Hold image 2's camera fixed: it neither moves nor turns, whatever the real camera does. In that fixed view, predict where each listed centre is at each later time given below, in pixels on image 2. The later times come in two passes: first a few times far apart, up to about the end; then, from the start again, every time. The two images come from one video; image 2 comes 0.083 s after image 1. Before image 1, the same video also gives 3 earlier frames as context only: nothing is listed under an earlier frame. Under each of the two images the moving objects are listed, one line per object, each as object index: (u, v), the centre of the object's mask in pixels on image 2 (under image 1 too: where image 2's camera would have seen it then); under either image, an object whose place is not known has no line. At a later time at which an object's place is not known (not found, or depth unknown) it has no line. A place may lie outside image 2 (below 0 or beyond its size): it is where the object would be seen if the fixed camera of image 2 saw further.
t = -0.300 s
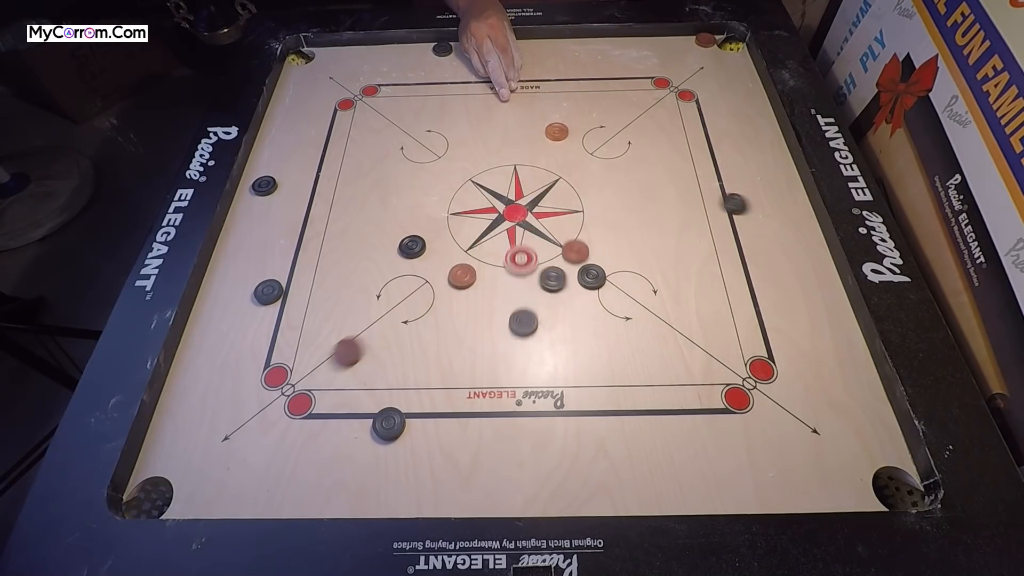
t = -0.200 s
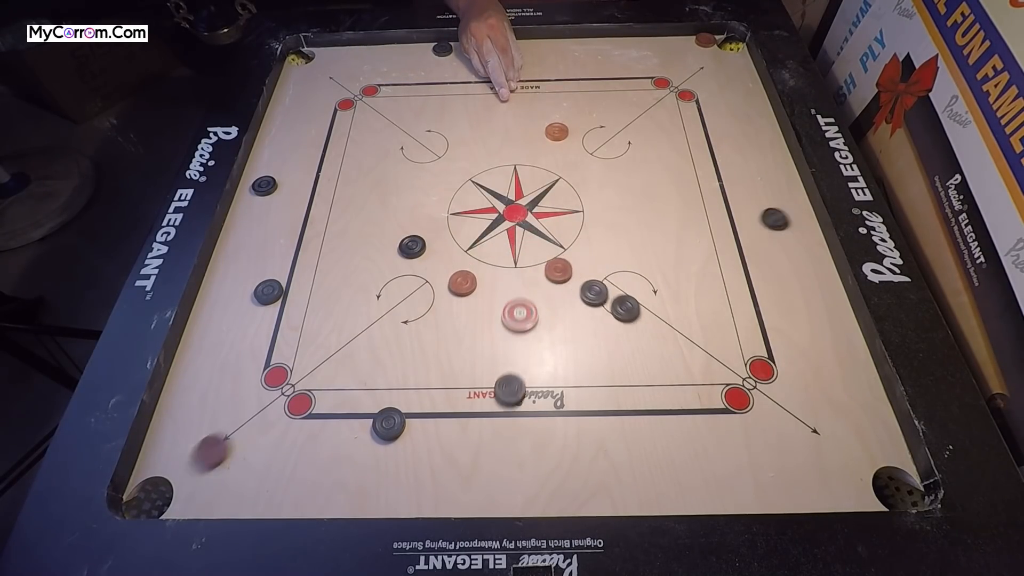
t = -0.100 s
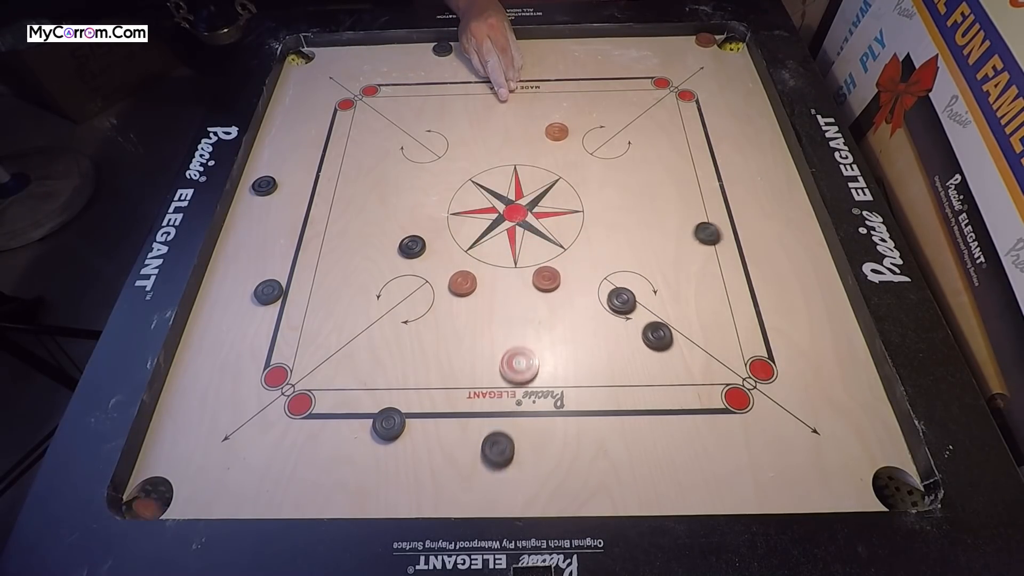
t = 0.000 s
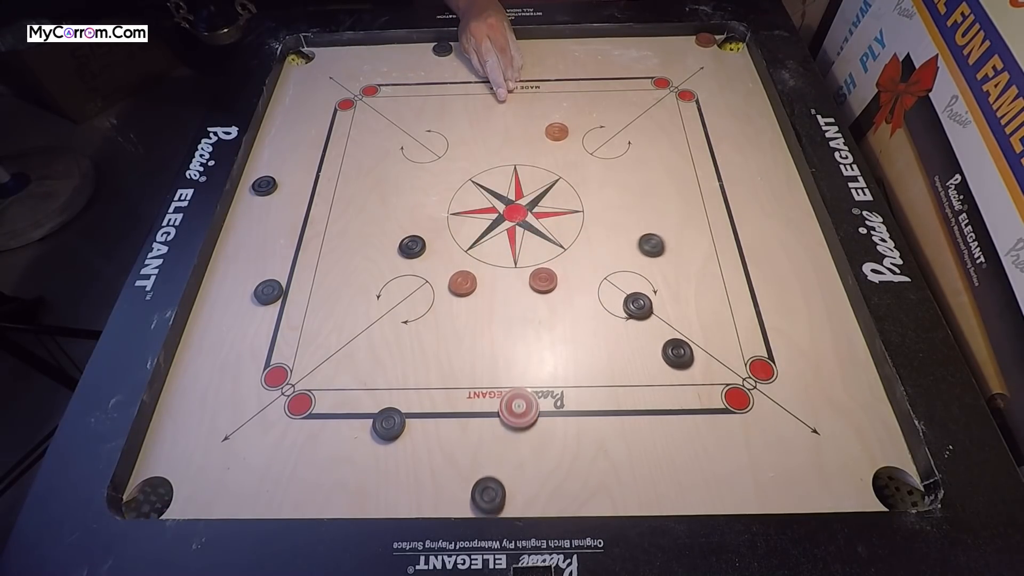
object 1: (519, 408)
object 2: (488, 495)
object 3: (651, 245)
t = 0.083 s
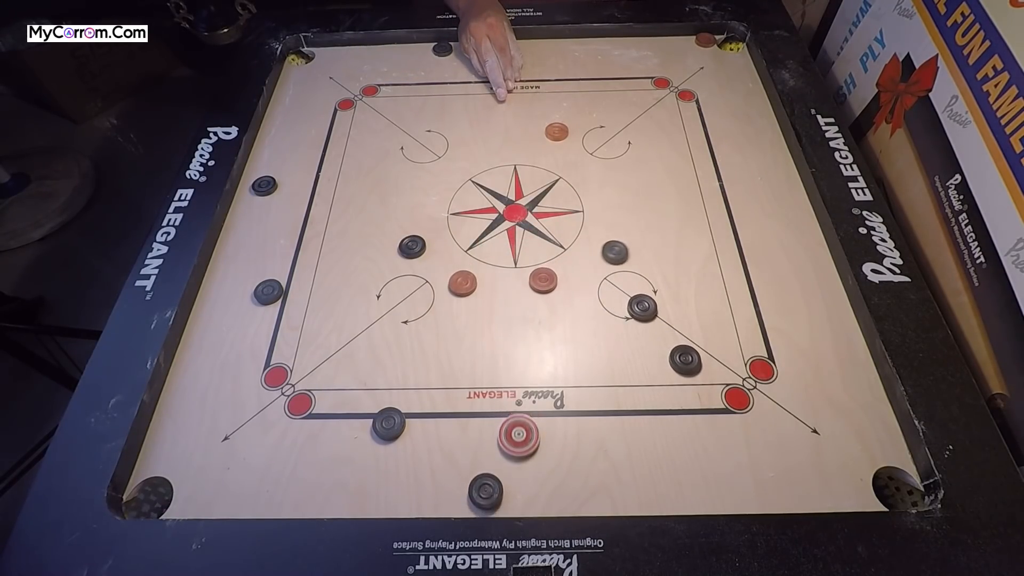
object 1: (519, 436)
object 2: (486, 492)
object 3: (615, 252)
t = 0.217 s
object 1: (519, 465)
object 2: (485, 486)
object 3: (577, 260)
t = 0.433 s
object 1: (520, 469)
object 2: (483, 487)
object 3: (563, 261)
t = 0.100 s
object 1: (519, 441)
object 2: (486, 489)
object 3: (609, 254)
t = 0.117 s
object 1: (519, 446)
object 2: (486, 488)
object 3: (603, 255)
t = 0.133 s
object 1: (519, 450)
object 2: (485, 486)
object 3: (598, 256)
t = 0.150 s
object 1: (519, 453)
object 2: (485, 485)
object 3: (593, 257)
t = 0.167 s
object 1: (519, 457)
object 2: (485, 485)
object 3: (588, 257)
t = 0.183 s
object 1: (519, 460)
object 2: (486, 485)
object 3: (584, 258)
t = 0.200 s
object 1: (519, 462)
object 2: (486, 485)
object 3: (580, 259)
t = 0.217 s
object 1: (519, 465)
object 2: (485, 486)
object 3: (577, 260)
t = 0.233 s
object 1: (520, 466)
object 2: (484, 487)
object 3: (574, 260)
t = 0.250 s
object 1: (520, 467)
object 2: (483, 487)
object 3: (571, 261)
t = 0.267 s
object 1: (520, 468)
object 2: (483, 487)
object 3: (569, 261)
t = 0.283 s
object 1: (520, 468)
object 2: (483, 487)
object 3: (567, 261)
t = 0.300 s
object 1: (520, 469)
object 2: (483, 487)
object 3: (565, 261)
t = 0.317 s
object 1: (520, 469)
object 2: (483, 487)
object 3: (564, 261)
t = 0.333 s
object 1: (520, 469)
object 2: (483, 487)
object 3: (563, 261)
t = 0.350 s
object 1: (520, 469)
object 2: (483, 487)
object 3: (563, 261)
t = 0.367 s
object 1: (520, 469)
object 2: (483, 487)
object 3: (563, 261)
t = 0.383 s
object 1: (520, 469)
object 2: (483, 487)
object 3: (563, 261)
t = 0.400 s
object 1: (520, 469)
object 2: (483, 487)
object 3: (563, 261)
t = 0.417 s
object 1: (520, 469)
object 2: (483, 487)
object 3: (563, 261)
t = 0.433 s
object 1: (520, 469)
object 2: (483, 487)
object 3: (563, 261)
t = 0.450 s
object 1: (520, 469)
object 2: (483, 487)
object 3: (563, 261)
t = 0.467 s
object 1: (520, 469)
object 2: (483, 487)
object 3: (563, 261)
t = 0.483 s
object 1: (521, 469)
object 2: (483, 487)
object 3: (563, 261)
